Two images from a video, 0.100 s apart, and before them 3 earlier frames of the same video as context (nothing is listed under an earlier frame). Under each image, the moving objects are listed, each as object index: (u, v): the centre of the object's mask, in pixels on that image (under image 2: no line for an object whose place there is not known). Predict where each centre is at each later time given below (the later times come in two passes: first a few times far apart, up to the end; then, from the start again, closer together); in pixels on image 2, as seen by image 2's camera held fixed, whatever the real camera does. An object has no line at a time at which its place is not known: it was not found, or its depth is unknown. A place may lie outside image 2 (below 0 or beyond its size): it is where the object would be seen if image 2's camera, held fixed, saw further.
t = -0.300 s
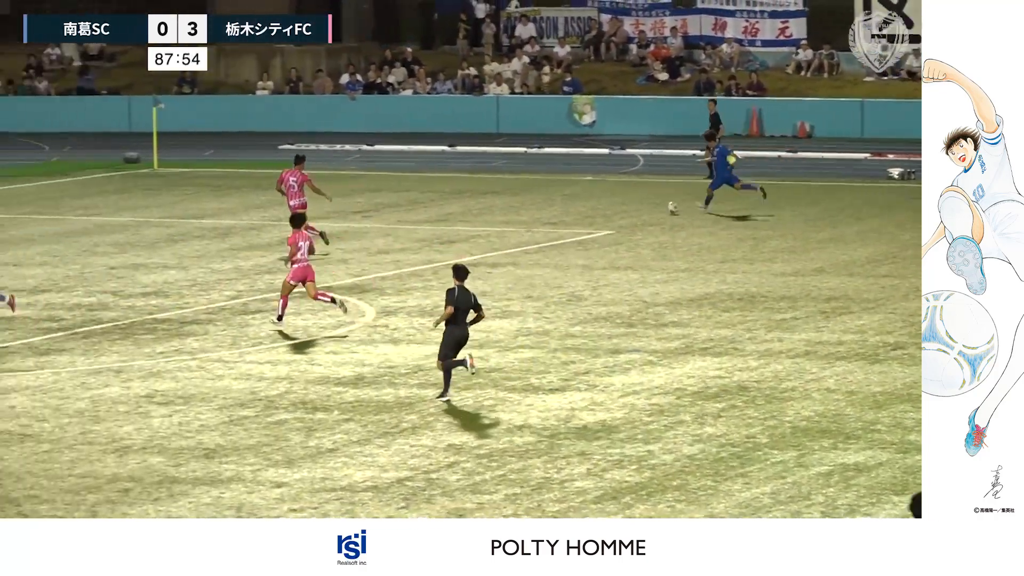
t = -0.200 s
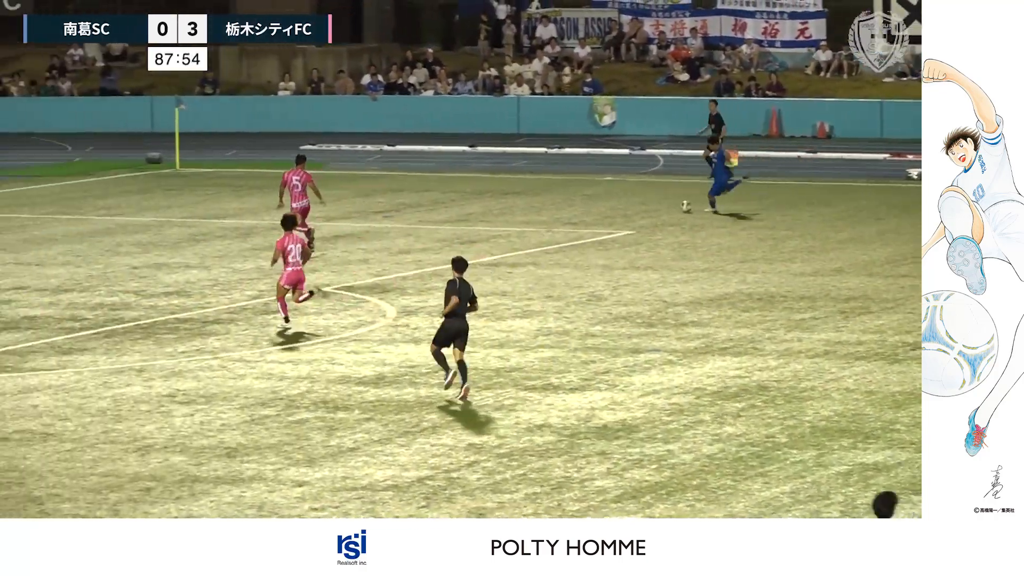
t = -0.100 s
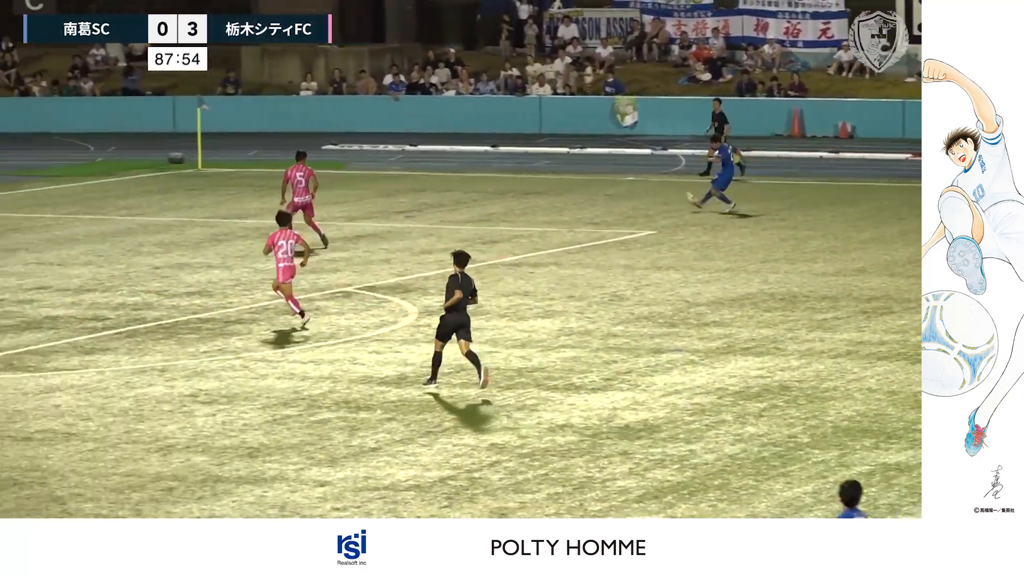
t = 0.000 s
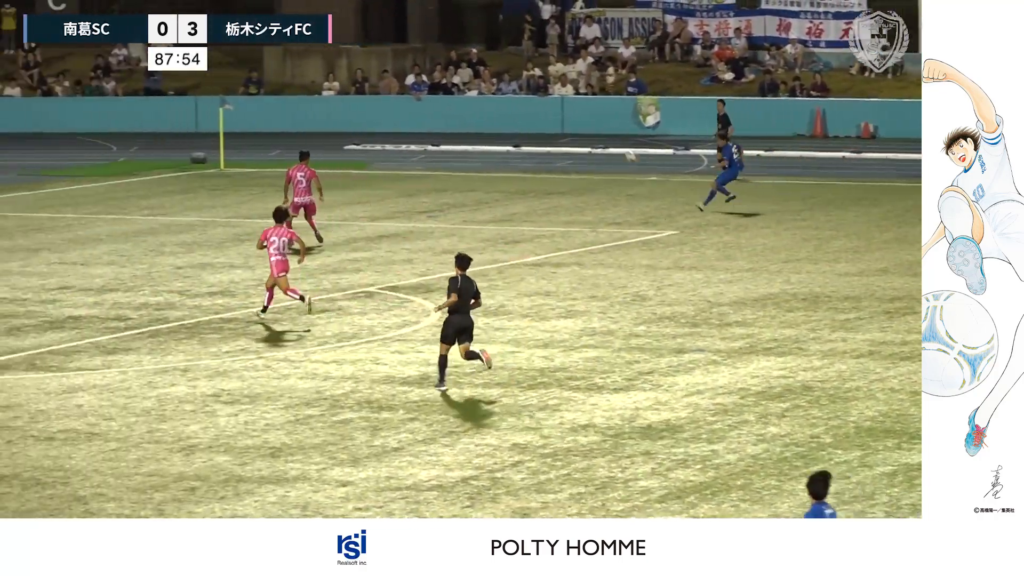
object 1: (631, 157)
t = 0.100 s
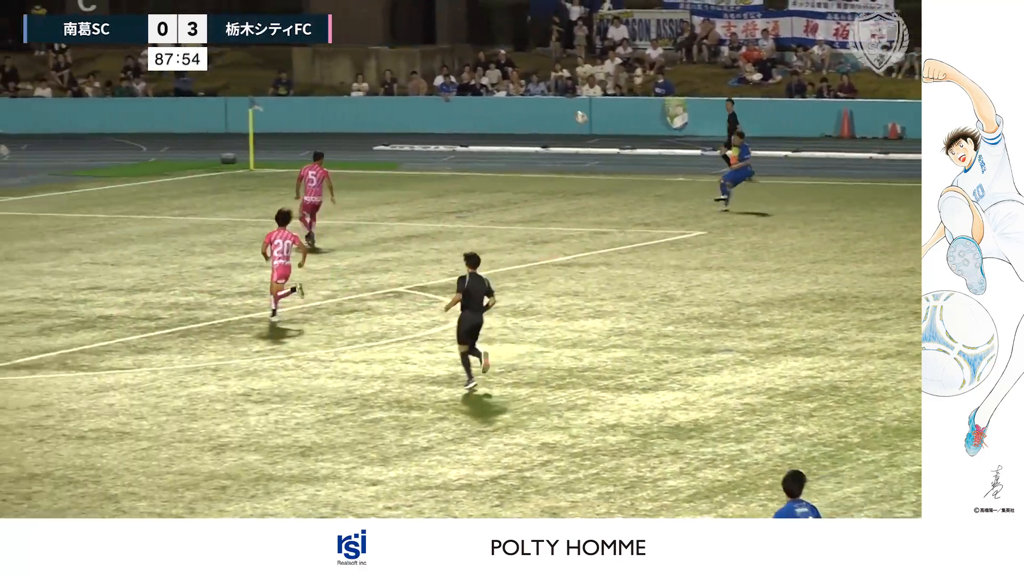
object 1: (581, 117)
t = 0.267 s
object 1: (460, 61)
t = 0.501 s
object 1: (307, -1)
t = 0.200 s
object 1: (507, 84)
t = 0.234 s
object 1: (483, 72)
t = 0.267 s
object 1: (460, 61)
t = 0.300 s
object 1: (437, 51)
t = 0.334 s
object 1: (414, 41)
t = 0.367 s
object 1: (392, 32)
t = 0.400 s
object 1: (371, 22)
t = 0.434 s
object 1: (349, 14)
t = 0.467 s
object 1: (328, 6)
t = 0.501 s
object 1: (307, -1)
